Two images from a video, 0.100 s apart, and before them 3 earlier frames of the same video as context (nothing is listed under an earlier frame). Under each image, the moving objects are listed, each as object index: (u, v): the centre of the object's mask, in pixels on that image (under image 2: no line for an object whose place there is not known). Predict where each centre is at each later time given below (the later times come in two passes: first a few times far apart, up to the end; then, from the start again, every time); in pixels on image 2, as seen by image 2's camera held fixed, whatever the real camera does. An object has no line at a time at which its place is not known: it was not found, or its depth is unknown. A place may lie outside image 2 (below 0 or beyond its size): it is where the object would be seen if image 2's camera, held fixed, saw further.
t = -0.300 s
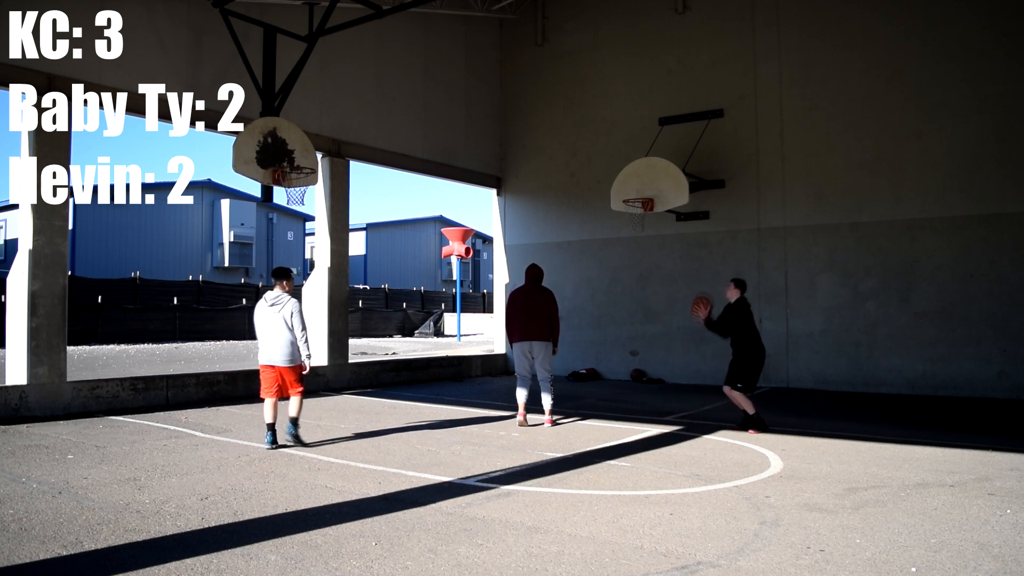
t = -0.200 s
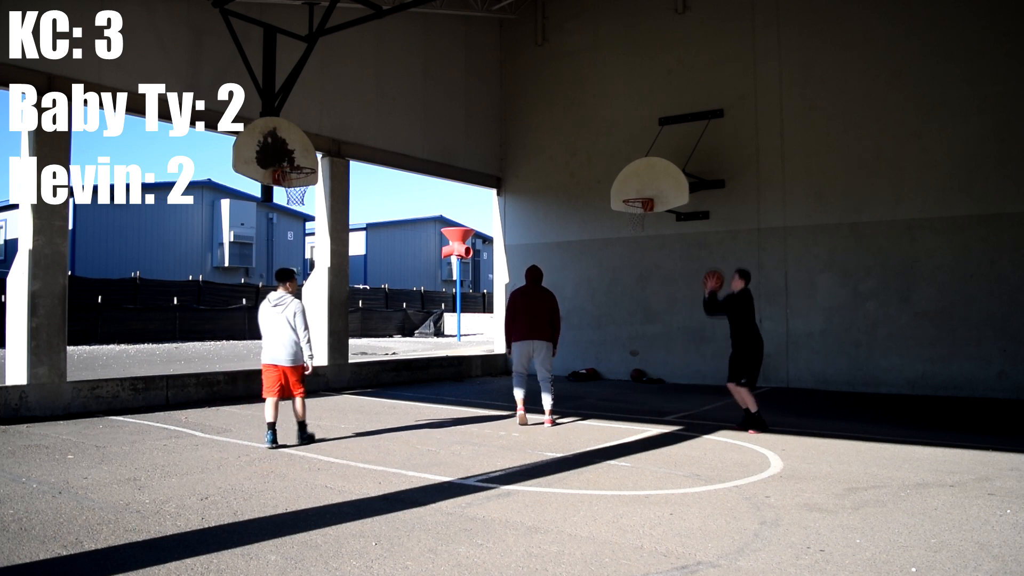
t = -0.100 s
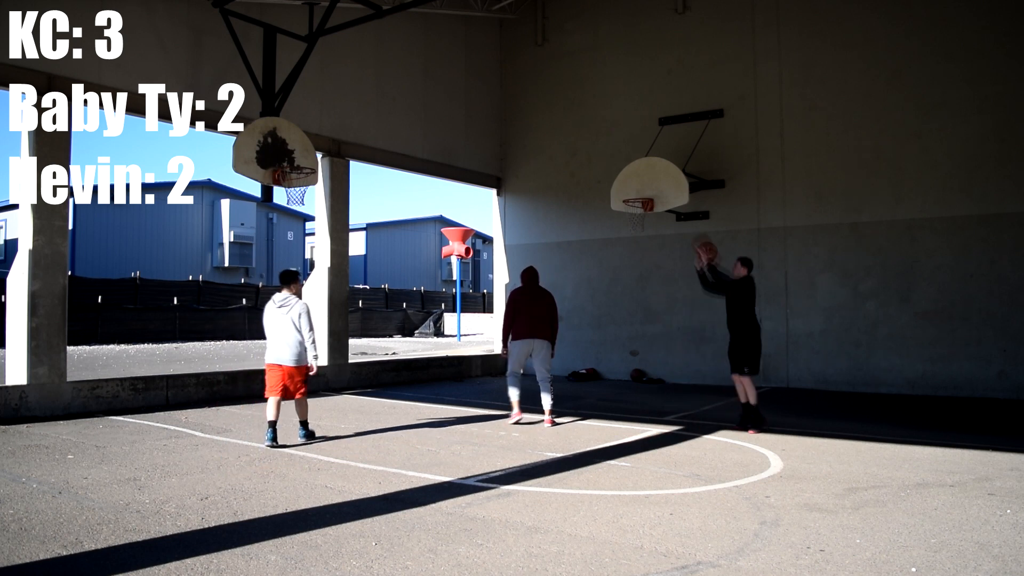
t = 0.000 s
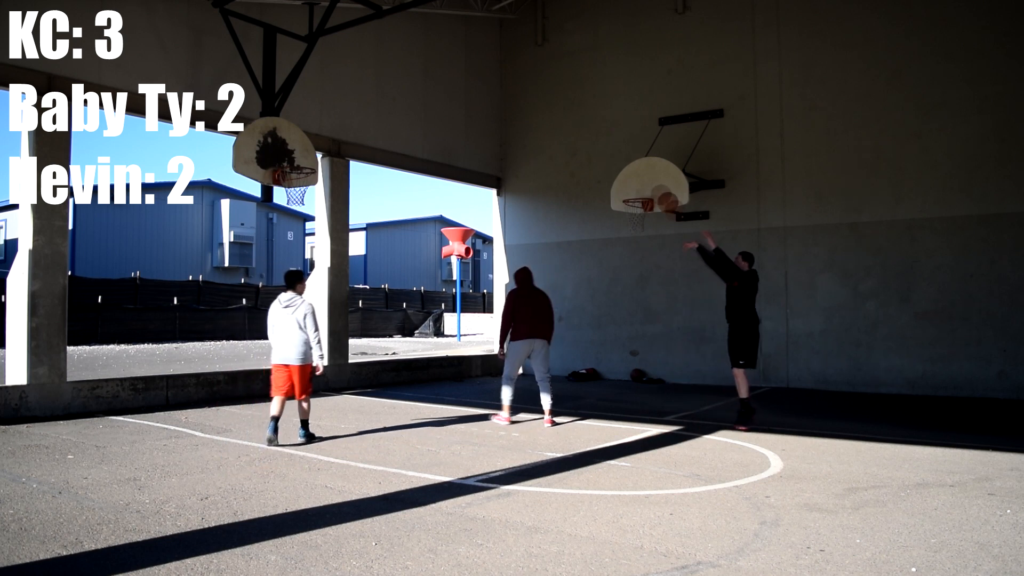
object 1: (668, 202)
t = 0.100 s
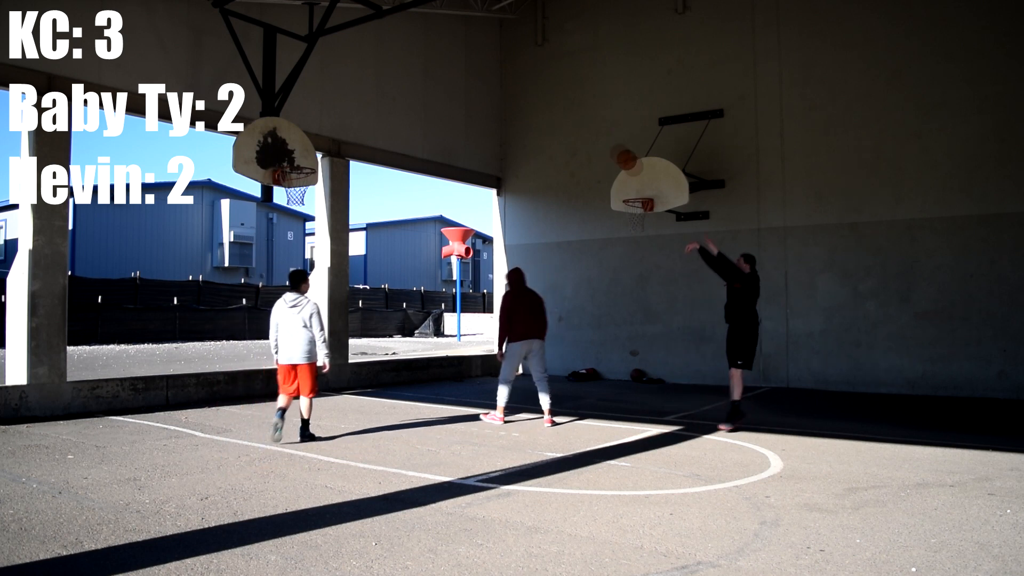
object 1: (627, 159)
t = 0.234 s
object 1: (573, 118)
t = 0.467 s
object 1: (483, 82)
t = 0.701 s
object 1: (399, 90)
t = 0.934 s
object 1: (320, 141)
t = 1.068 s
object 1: (284, 181)
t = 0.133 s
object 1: (613, 148)
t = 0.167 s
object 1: (600, 137)
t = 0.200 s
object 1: (586, 127)
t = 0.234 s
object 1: (573, 118)
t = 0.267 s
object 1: (560, 109)
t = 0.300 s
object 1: (547, 103)
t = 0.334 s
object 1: (534, 97)
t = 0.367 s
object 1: (521, 92)
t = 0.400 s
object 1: (508, 87)
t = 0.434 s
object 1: (496, 84)
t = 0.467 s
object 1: (483, 82)
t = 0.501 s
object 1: (471, 80)
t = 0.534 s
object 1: (458, 79)
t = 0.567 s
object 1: (446, 80)
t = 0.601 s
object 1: (434, 81)
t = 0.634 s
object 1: (422, 83)
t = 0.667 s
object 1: (411, 86)
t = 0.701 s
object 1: (399, 90)
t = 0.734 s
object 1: (387, 95)
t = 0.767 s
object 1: (376, 100)
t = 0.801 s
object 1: (364, 107)
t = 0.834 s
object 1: (353, 114)
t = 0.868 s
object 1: (342, 122)
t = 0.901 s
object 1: (330, 131)
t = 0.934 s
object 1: (320, 141)
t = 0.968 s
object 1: (308, 151)
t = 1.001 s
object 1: (298, 162)
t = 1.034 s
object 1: (289, 174)
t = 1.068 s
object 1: (284, 181)
